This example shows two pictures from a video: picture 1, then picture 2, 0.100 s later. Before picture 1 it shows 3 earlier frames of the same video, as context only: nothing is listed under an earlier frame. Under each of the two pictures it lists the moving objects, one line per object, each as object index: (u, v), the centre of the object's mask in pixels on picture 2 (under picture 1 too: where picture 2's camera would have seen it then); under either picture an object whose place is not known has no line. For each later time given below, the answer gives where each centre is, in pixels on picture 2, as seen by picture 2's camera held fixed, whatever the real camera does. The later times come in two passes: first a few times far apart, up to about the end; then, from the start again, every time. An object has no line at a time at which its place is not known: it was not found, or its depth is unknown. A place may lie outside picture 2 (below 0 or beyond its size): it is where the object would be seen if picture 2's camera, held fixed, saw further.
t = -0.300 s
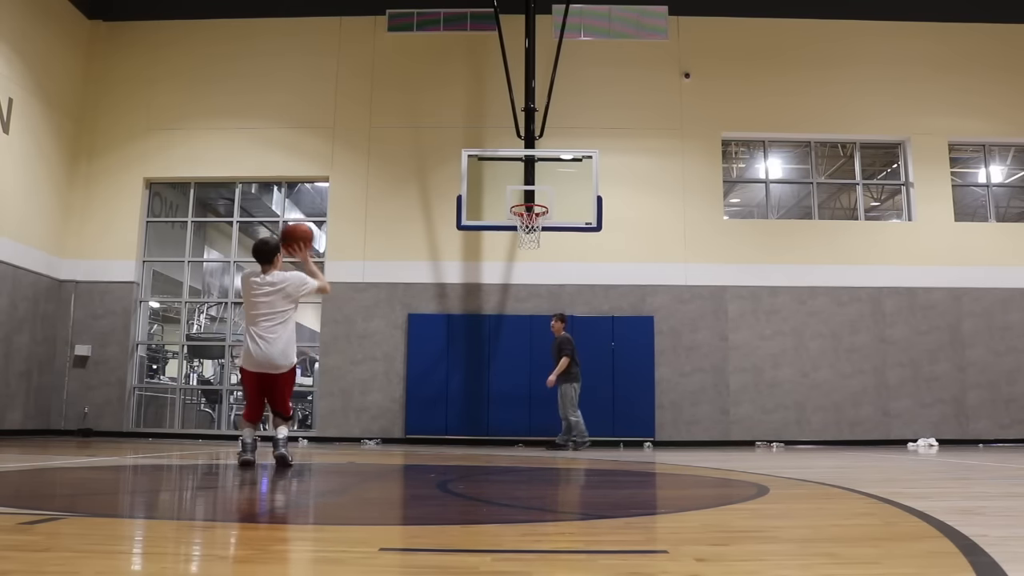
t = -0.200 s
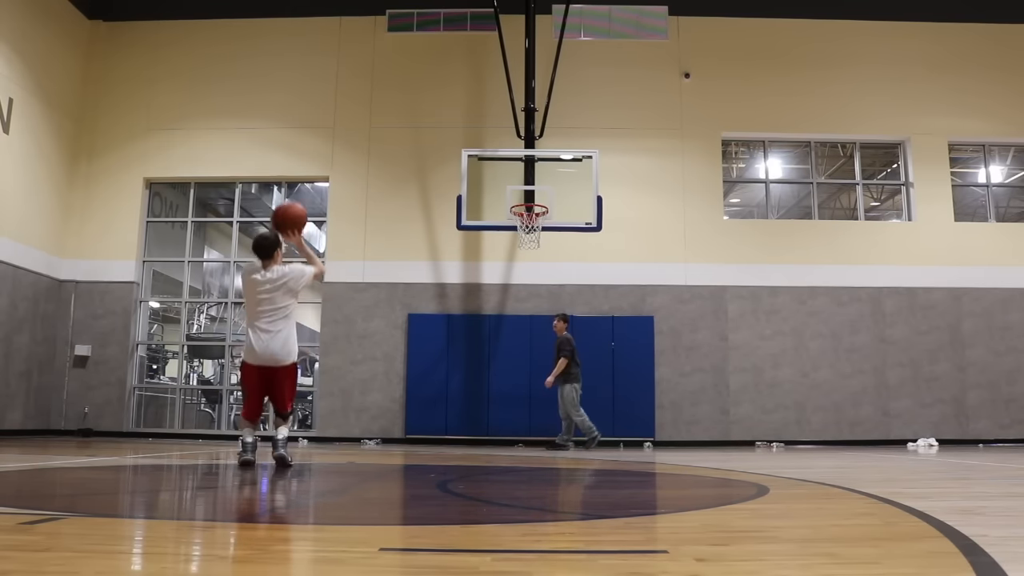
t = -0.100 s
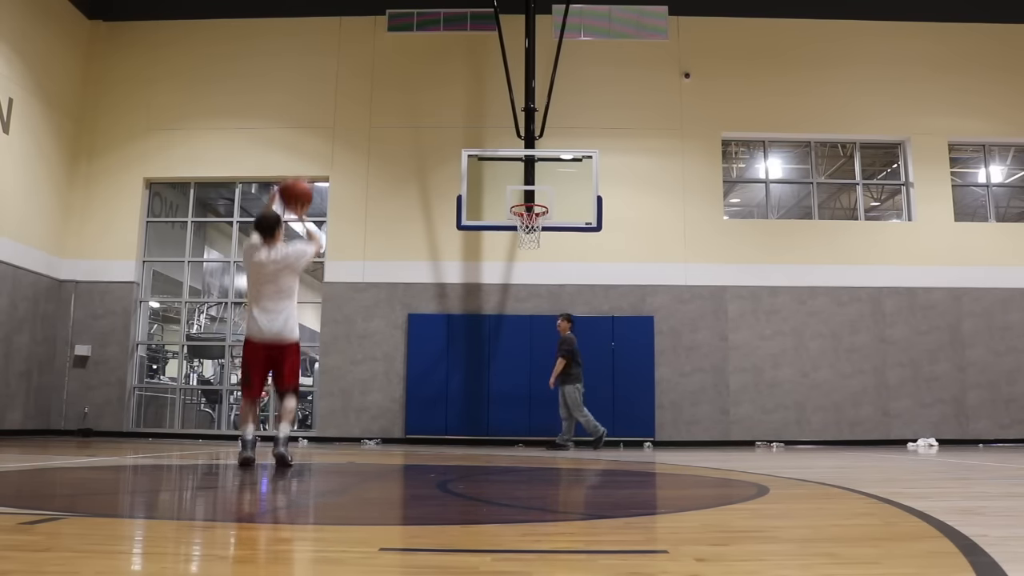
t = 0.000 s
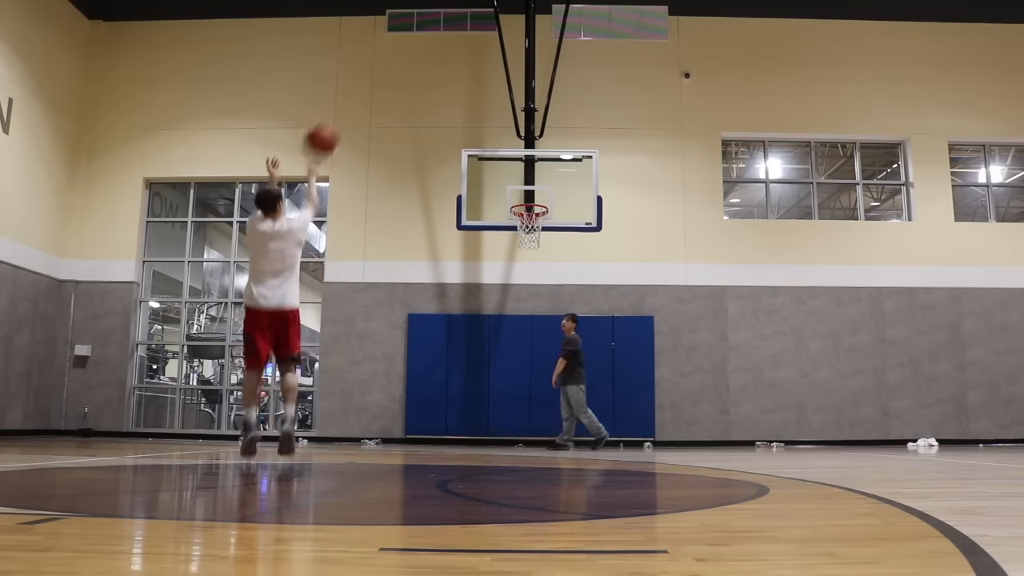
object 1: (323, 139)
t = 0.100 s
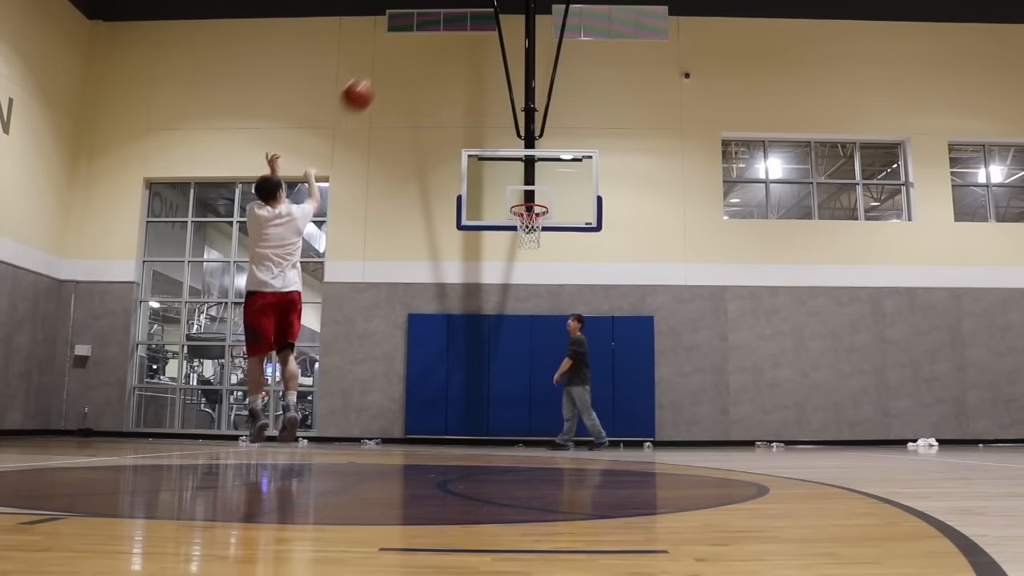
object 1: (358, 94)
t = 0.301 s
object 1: (413, 55)
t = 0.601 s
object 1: (471, 71)
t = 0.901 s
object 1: (512, 147)
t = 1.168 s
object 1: (527, 246)
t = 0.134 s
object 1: (369, 84)
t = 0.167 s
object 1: (378, 75)
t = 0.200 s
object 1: (388, 68)
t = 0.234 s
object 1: (396, 63)
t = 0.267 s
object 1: (405, 58)
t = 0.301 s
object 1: (413, 55)
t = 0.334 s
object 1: (421, 53)
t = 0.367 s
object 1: (428, 52)
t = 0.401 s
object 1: (434, 52)
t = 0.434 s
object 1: (441, 53)
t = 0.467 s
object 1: (447, 55)
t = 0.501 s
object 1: (454, 58)
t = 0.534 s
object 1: (460, 61)
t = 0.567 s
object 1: (465, 66)
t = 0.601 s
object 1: (471, 71)
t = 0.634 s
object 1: (476, 77)
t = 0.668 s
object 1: (481, 83)
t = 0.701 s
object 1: (486, 90)
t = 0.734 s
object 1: (491, 99)
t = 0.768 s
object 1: (495, 108)
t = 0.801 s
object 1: (500, 116)
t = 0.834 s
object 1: (504, 126)
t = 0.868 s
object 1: (508, 136)
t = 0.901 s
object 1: (512, 147)
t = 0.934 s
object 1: (517, 160)
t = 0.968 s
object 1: (520, 171)
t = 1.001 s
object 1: (524, 183)
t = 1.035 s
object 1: (528, 197)
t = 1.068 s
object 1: (531, 209)
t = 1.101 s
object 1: (531, 221)
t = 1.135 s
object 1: (529, 229)
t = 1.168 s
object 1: (527, 246)
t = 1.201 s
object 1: (524, 252)
